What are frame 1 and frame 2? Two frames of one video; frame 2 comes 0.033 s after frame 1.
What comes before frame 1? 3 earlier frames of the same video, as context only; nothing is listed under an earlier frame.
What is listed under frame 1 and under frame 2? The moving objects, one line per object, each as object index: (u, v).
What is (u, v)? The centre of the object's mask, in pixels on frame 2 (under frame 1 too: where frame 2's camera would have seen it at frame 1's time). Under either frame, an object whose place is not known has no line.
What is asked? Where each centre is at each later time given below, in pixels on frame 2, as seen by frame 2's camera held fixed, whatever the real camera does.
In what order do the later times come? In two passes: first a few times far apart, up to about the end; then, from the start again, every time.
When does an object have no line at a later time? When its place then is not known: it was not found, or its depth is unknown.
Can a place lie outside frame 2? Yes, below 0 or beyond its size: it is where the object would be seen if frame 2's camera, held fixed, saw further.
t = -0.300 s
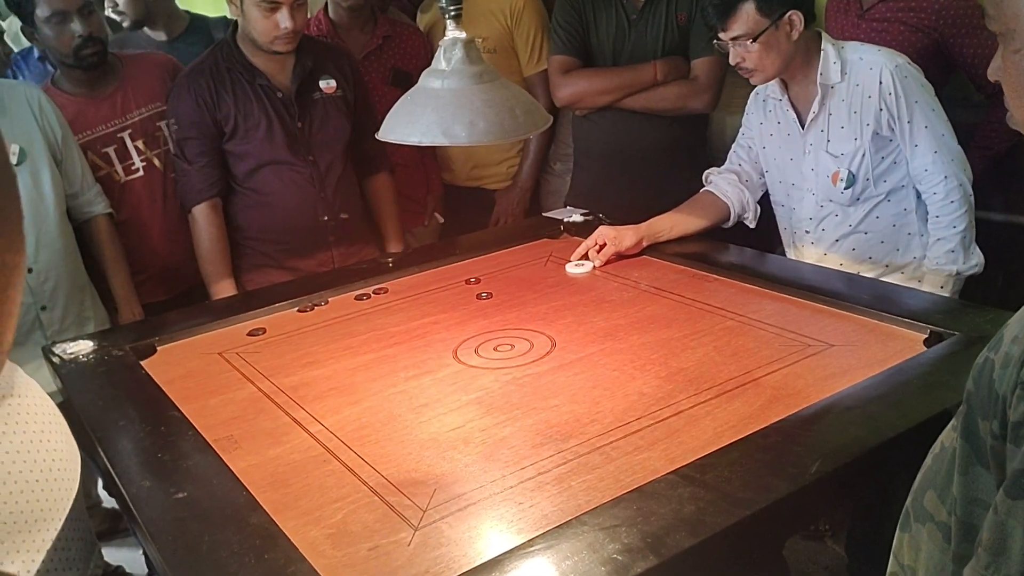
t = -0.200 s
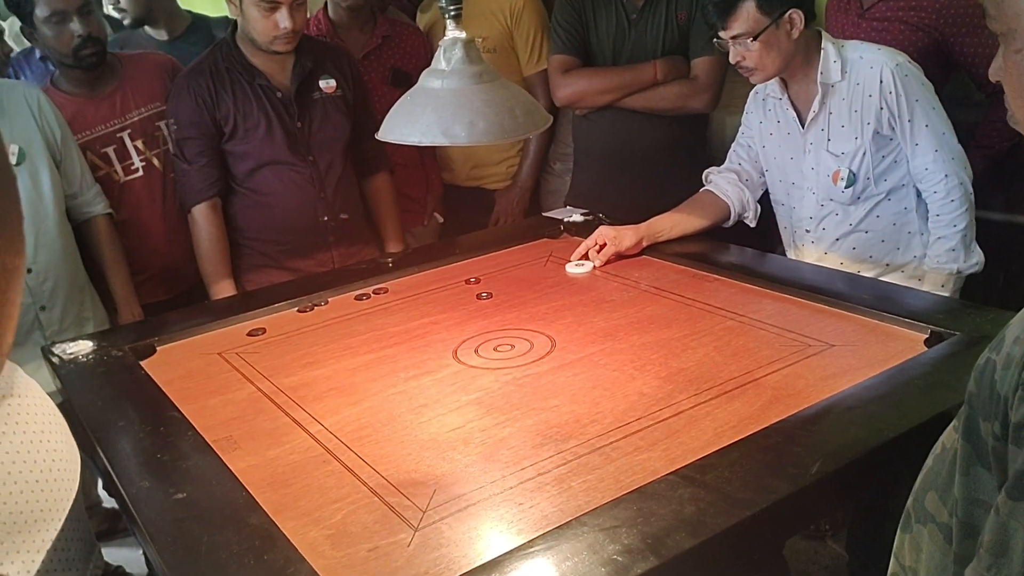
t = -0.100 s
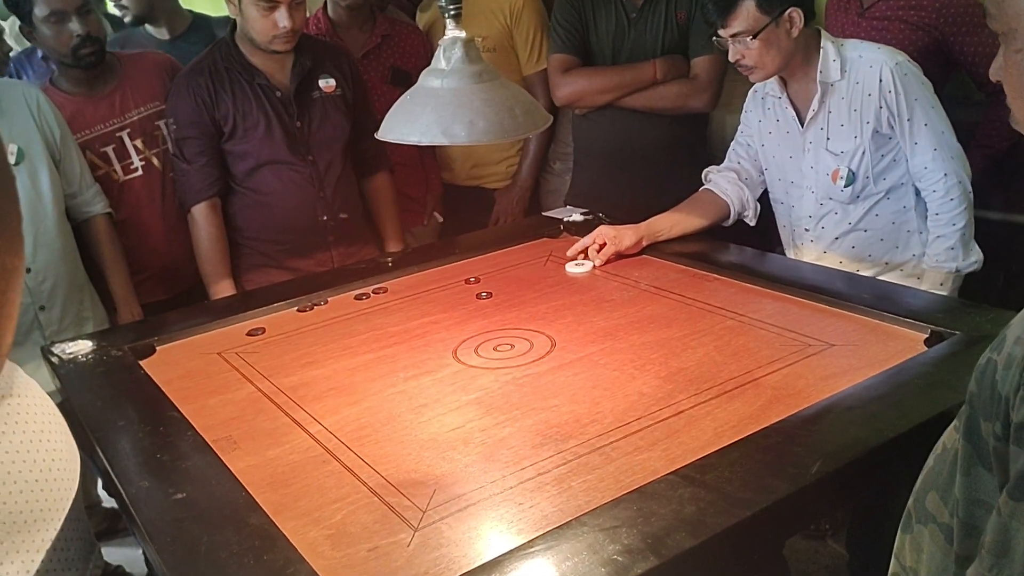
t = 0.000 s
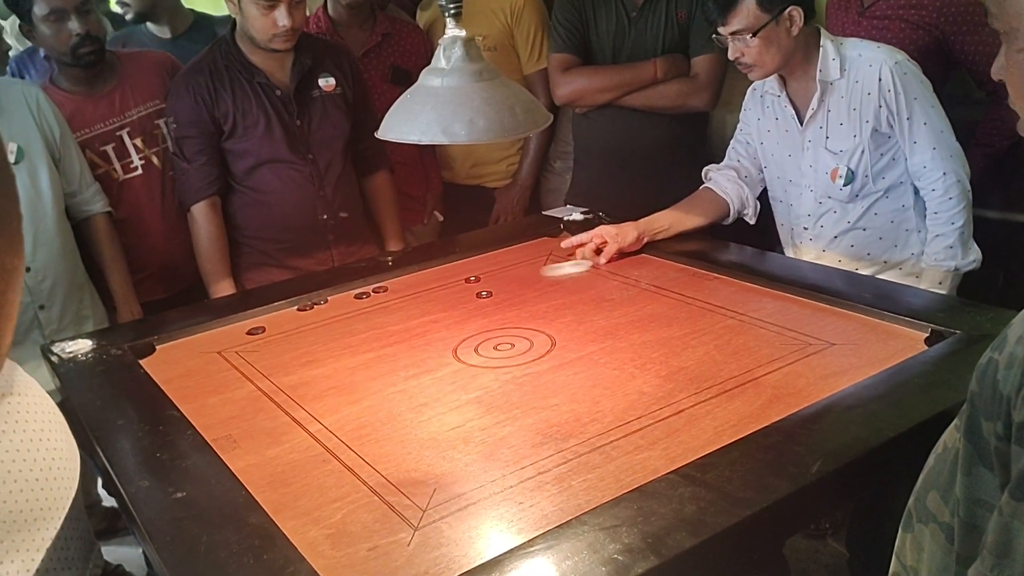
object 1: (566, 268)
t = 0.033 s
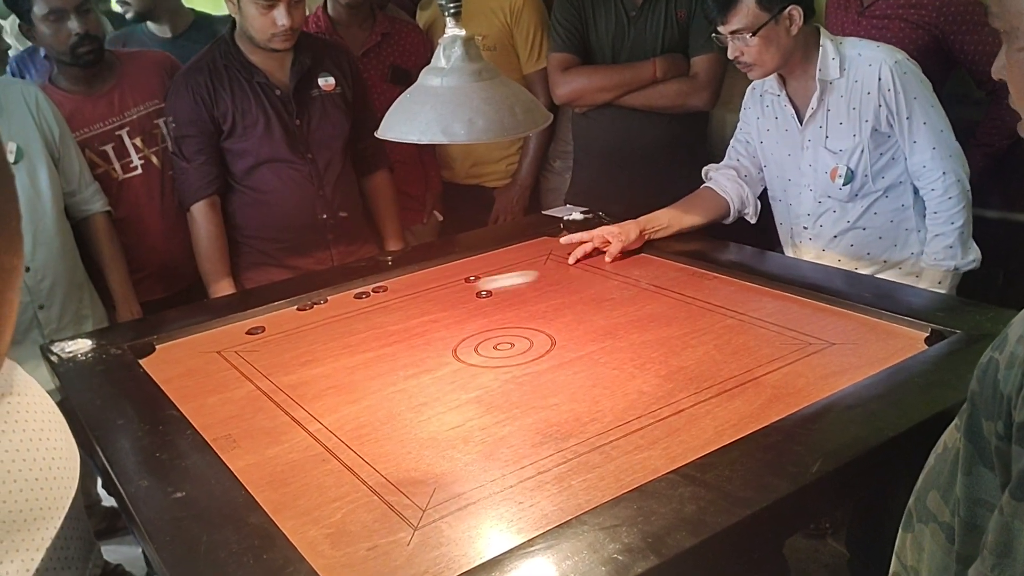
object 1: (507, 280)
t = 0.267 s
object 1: (182, 343)
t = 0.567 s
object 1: (458, 298)
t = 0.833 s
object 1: (563, 277)
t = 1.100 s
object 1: (596, 269)
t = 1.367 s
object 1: (597, 268)
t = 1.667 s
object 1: (597, 268)
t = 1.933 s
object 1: (597, 268)
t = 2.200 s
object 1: (596, 268)
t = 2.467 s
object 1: (596, 268)
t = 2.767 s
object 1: (596, 268)
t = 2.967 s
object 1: (596, 268)
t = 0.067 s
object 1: (441, 294)
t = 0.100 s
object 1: (370, 308)
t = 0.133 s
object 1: (299, 322)
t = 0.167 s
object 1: (246, 334)
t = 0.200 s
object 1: (201, 344)
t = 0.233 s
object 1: (158, 353)
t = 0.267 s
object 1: (182, 343)
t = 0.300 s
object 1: (216, 339)
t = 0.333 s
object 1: (250, 332)
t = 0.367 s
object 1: (281, 327)
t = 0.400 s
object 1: (313, 322)
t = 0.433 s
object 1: (343, 317)
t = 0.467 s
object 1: (374, 312)
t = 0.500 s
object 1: (403, 307)
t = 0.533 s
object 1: (432, 302)
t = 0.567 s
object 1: (458, 298)
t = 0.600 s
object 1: (476, 295)
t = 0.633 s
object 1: (492, 292)
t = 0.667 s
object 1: (507, 289)
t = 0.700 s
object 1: (521, 286)
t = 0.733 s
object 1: (534, 284)
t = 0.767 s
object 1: (544, 281)
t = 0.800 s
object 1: (554, 279)
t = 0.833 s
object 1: (563, 277)
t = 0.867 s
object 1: (571, 275)
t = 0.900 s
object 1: (577, 274)
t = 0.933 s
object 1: (583, 273)
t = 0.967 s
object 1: (588, 271)
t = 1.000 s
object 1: (591, 271)
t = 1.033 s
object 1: (593, 270)
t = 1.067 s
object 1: (595, 269)
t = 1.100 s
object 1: (596, 269)
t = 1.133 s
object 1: (597, 269)
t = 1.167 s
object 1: (597, 268)
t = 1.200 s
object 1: (597, 269)
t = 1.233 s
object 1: (597, 268)
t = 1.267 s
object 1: (597, 269)
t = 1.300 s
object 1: (597, 269)
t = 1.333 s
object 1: (597, 269)
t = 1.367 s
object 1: (597, 268)
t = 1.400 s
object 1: (597, 268)
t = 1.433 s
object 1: (597, 268)
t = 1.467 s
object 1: (597, 268)
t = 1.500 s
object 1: (597, 268)
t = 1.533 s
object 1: (597, 268)
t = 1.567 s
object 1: (597, 268)
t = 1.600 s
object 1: (597, 268)
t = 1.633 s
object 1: (597, 268)
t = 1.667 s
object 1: (597, 268)
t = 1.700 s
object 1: (597, 268)
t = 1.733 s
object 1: (597, 268)
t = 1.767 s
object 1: (597, 268)
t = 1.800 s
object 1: (597, 268)
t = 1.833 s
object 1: (597, 268)
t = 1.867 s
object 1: (597, 268)
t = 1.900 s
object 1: (597, 268)
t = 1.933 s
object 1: (597, 268)
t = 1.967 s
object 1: (597, 268)
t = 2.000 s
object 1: (597, 268)
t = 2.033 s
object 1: (597, 268)
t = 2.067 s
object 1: (597, 268)
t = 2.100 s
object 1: (597, 268)
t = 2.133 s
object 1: (596, 268)
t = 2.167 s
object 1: (596, 268)
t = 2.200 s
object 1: (596, 268)
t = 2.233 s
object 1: (596, 268)
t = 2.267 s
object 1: (596, 269)
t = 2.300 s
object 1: (596, 268)
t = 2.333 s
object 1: (596, 268)
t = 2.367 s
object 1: (596, 268)
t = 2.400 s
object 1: (595, 268)
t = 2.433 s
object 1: (596, 268)
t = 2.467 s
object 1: (596, 268)
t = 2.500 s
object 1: (596, 269)
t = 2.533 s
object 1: (595, 269)
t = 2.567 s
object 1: (595, 269)
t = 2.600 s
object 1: (596, 268)
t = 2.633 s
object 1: (596, 269)
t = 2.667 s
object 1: (596, 268)
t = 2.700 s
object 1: (596, 268)
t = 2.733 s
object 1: (596, 268)
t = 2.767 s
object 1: (596, 268)
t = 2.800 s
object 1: (596, 268)
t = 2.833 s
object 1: (596, 268)
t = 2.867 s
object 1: (596, 268)
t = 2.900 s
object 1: (596, 268)
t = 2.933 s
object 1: (596, 268)
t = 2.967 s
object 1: (596, 268)
